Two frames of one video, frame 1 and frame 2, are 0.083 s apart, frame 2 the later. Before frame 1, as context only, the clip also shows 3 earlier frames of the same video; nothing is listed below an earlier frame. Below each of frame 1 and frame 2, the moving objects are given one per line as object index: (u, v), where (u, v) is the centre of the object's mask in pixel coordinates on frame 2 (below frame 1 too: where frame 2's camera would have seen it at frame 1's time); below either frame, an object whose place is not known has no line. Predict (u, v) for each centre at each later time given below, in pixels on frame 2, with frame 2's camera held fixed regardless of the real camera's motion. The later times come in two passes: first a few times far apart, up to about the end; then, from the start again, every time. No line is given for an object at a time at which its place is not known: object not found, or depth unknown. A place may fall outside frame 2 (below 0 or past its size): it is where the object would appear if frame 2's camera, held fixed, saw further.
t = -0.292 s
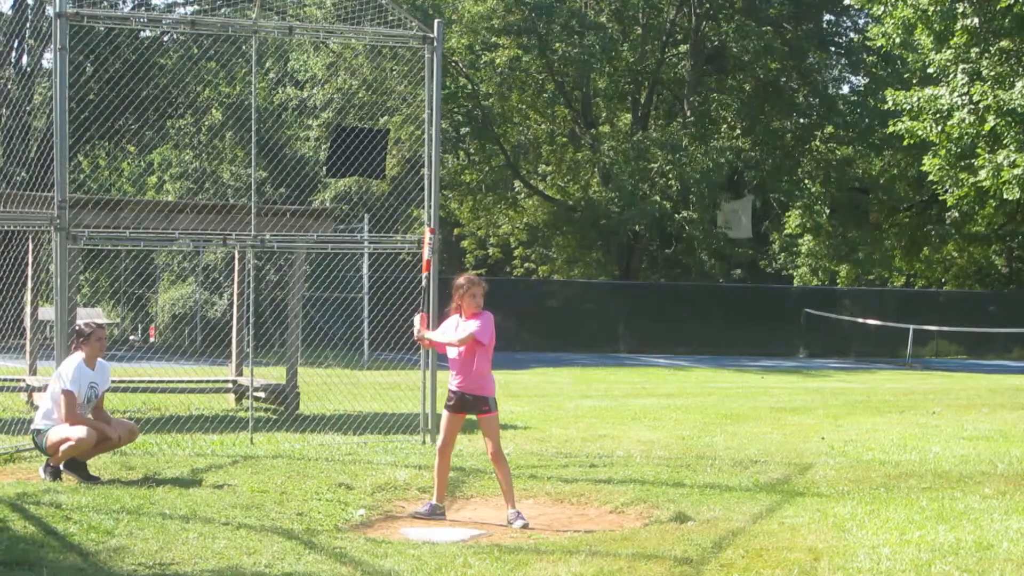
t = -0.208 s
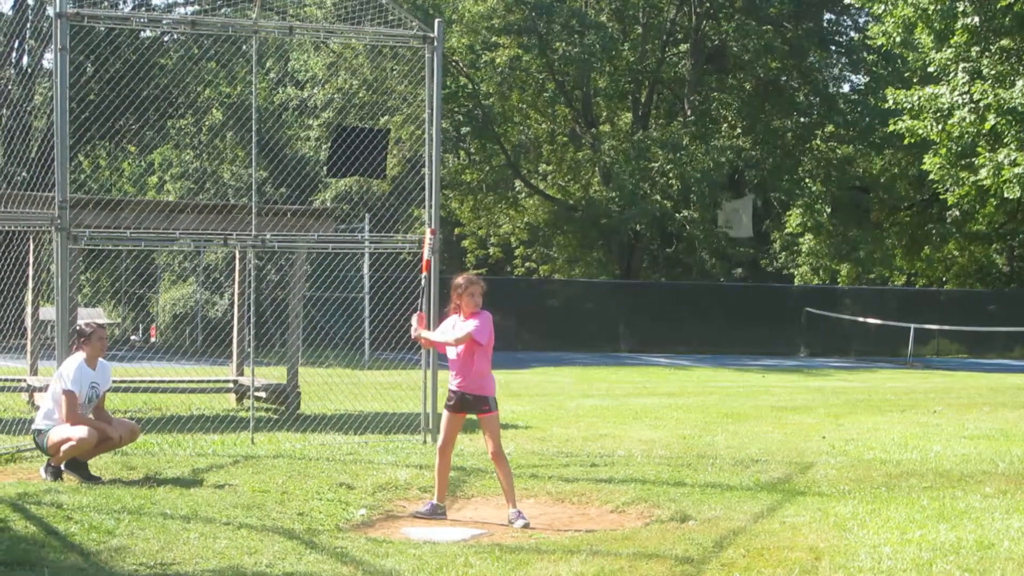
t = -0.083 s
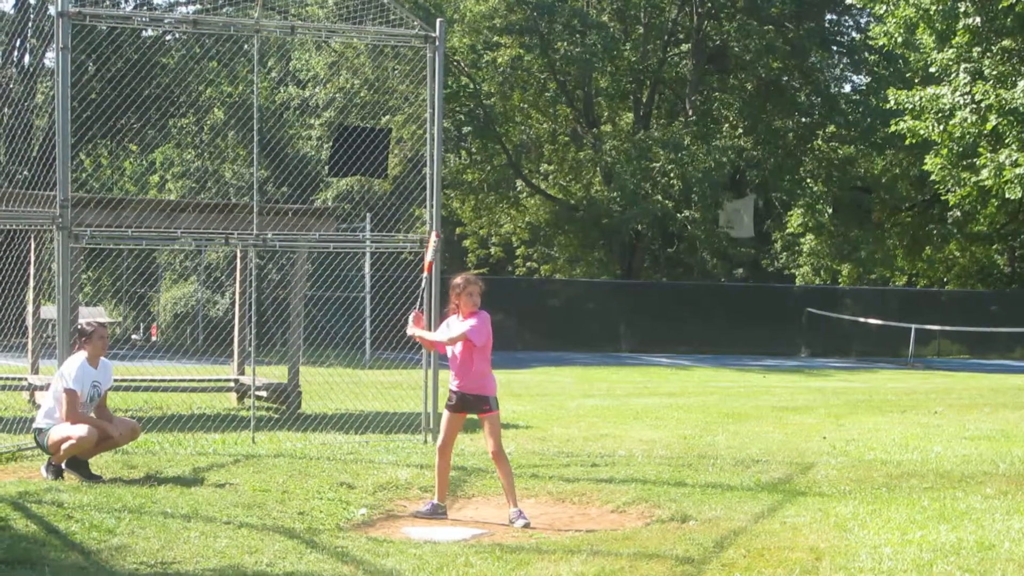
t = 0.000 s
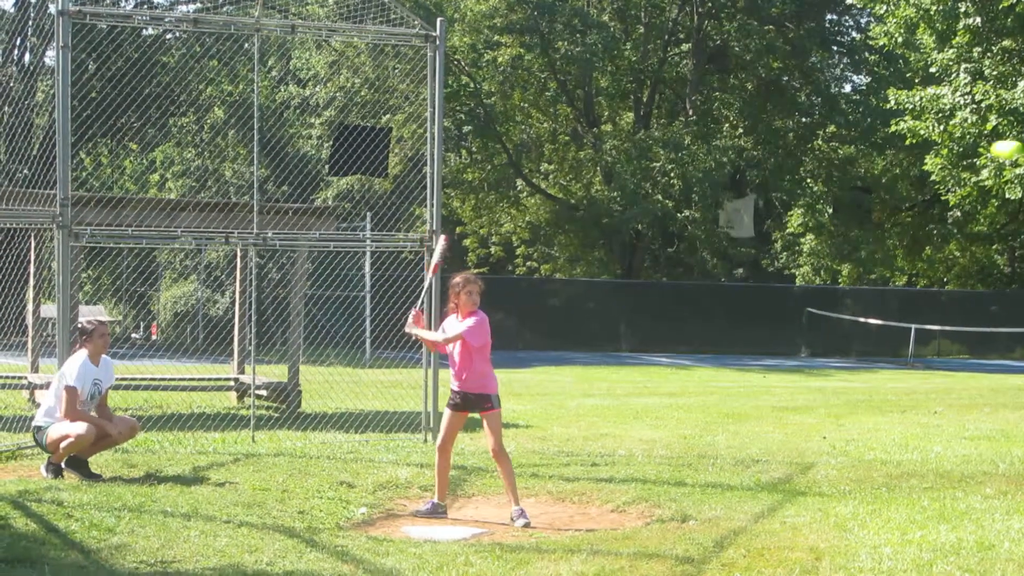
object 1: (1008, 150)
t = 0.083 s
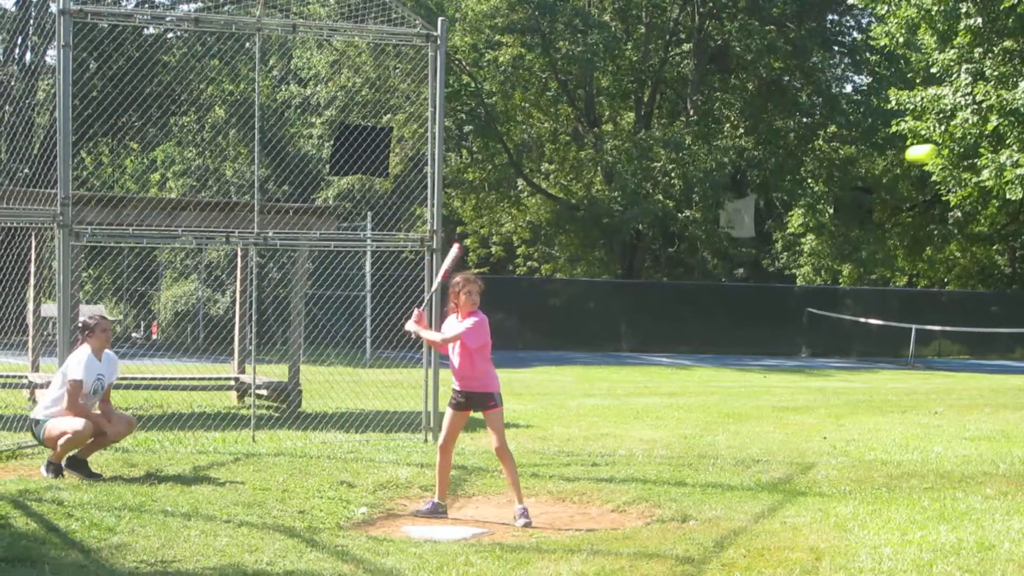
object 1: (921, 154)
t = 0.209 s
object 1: (797, 183)
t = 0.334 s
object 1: (677, 241)
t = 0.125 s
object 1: (880, 160)
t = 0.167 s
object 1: (838, 170)
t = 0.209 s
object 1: (797, 183)
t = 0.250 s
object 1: (757, 199)
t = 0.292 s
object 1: (717, 219)
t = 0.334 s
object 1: (677, 241)
